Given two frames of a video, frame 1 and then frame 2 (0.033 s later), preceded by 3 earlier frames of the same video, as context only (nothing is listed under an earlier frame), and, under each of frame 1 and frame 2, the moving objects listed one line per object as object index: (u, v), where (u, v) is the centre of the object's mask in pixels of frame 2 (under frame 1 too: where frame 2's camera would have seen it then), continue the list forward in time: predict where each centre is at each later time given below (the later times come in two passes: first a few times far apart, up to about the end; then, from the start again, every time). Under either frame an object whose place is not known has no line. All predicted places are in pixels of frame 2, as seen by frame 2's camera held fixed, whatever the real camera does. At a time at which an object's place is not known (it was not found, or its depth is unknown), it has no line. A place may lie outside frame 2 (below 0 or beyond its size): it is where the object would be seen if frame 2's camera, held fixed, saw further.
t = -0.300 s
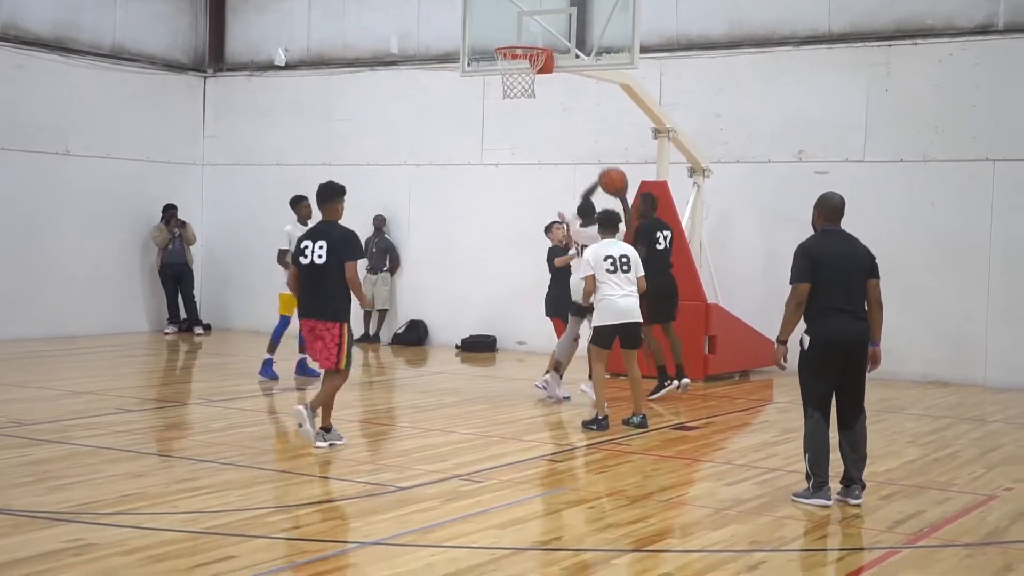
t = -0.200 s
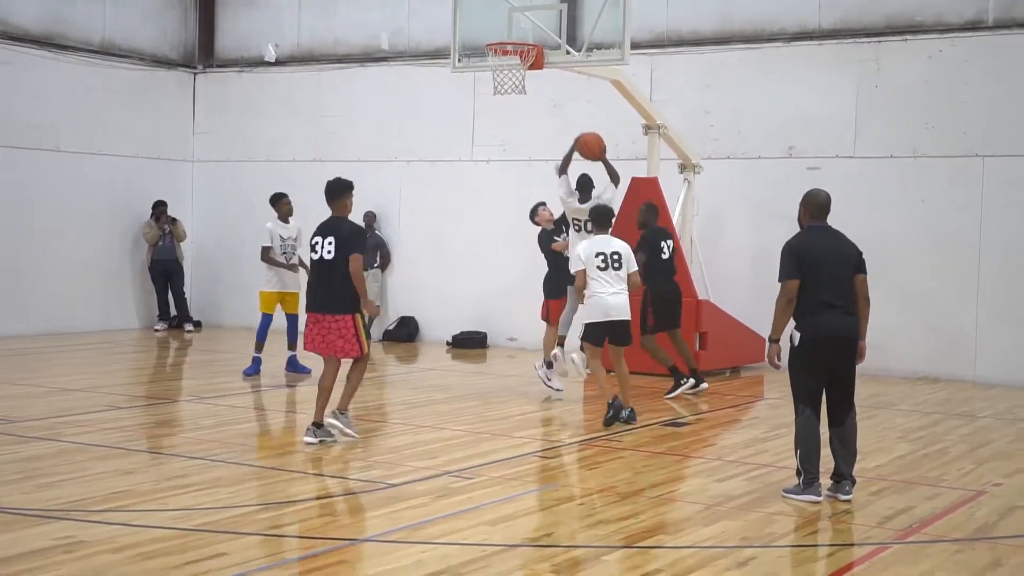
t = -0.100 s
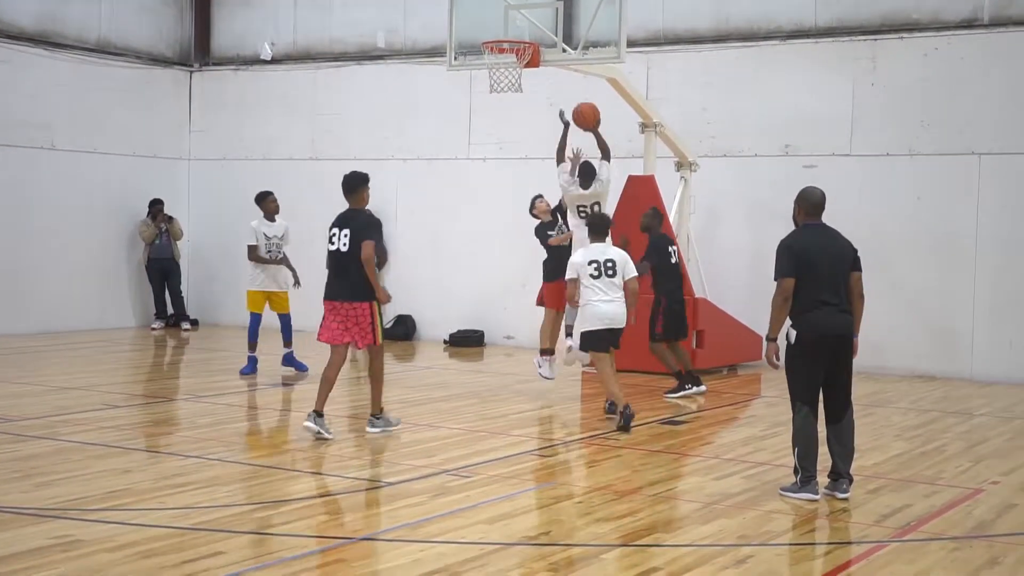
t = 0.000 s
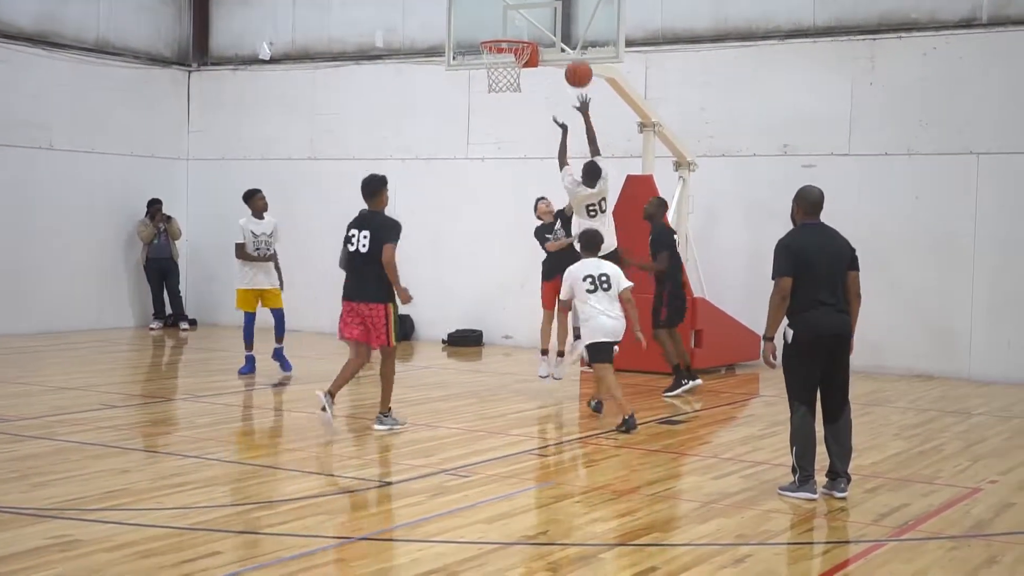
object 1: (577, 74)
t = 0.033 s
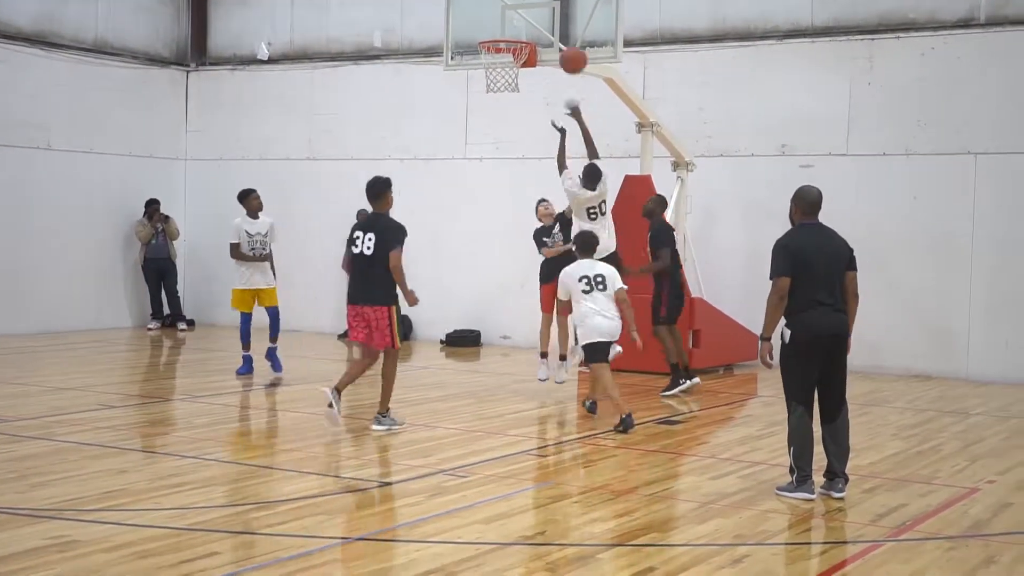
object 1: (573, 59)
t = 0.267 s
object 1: (546, 15)
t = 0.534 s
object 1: (515, 29)
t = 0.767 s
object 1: (494, 65)
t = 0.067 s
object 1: (569, 48)
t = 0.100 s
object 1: (566, 37)
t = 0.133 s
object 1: (562, 27)
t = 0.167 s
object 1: (557, 22)
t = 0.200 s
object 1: (555, 18)
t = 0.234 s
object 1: (552, 16)
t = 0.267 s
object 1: (546, 15)
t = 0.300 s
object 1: (541, 15)
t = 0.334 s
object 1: (537, 16)
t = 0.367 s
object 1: (533, 18)
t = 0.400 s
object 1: (528, 22)
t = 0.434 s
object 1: (524, 27)
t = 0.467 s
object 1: (521, 30)
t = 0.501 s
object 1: (518, 29)
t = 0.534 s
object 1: (515, 29)
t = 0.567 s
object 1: (512, 30)
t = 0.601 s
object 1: (509, 32)
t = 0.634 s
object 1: (505, 36)
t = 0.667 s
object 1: (503, 44)
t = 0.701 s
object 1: (500, 53)
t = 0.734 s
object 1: (497, 58)
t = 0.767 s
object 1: (494, 65)
